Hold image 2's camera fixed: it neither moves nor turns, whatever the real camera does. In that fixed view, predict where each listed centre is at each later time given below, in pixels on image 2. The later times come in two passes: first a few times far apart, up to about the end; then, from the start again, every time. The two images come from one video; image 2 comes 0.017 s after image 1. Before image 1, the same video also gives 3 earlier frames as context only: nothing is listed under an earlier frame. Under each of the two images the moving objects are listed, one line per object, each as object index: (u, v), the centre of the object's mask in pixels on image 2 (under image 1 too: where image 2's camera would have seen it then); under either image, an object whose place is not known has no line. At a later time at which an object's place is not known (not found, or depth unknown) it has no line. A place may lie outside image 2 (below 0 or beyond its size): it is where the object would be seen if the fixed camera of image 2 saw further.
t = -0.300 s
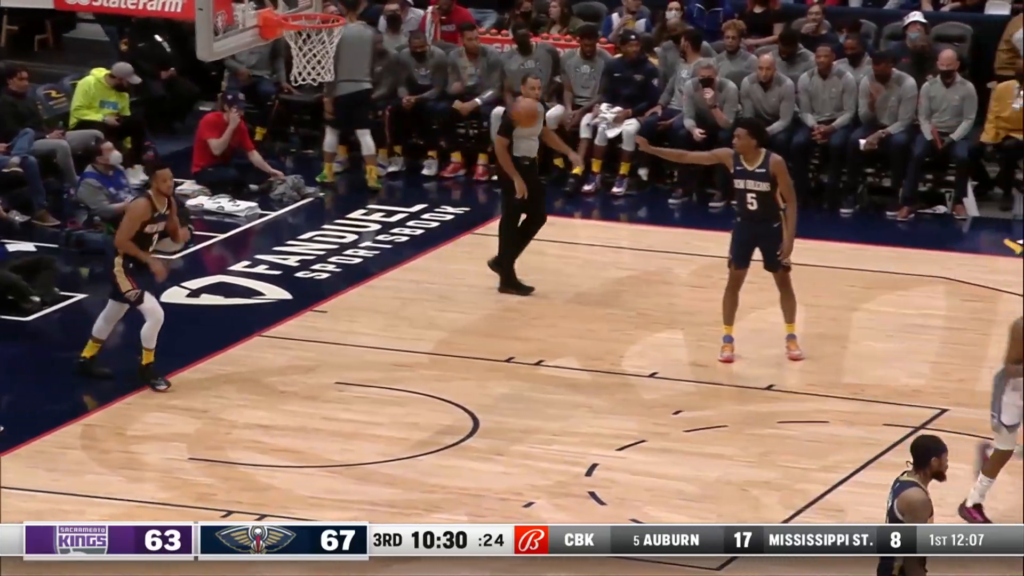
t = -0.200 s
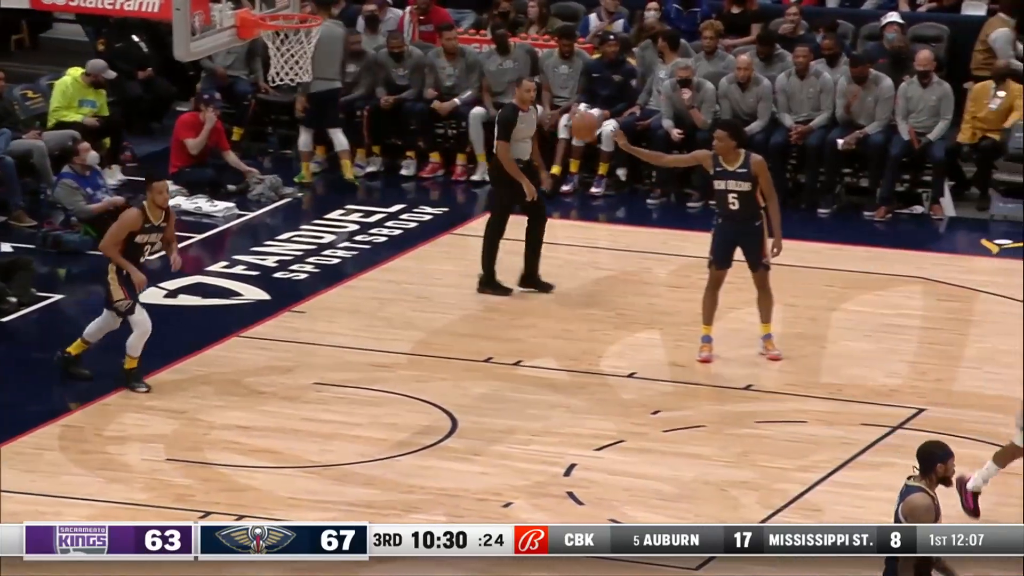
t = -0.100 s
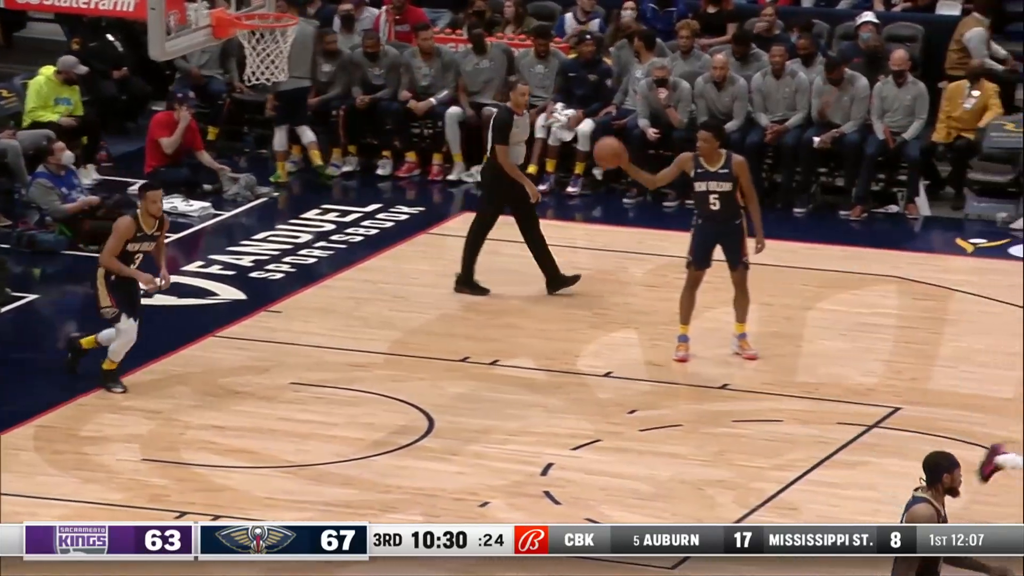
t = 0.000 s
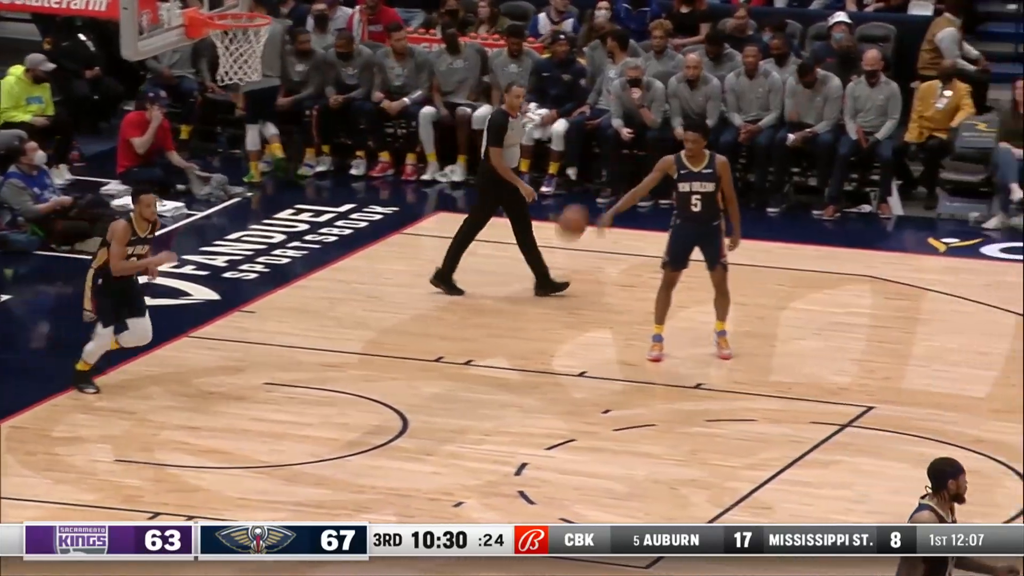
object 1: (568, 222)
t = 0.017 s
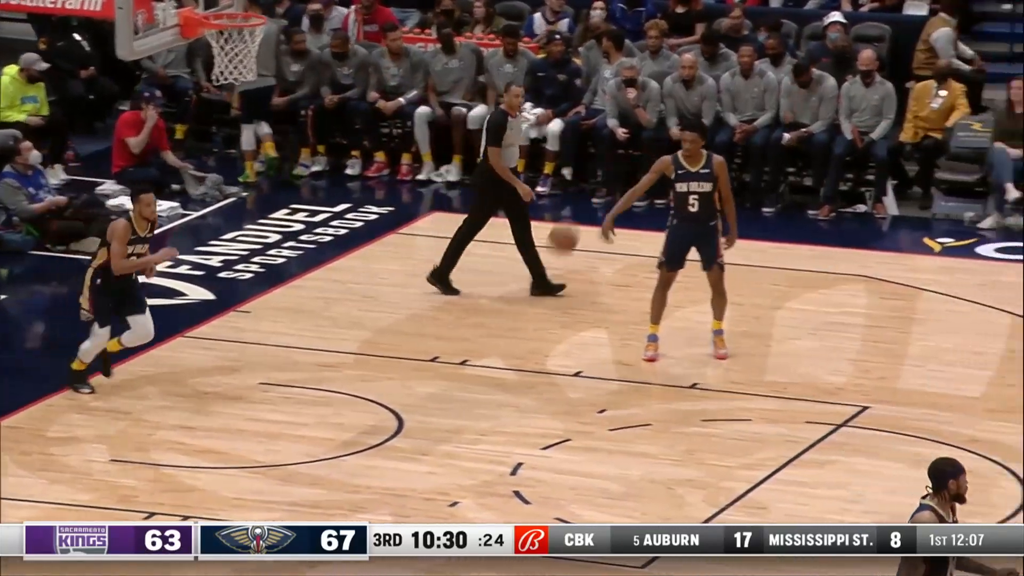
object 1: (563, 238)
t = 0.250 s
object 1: (522, 332)
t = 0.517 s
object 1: (509, 223)
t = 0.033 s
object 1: (559, 254)
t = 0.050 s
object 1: (554, 273)
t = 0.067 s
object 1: (551, 287)
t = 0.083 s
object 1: (547, 303)
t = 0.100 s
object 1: (541, 323)
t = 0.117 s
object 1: (537, 340)
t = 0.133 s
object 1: (534, 357)
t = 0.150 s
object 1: (528, 379)
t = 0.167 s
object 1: (526, 385)
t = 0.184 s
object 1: (525, 373)
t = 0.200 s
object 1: (524, 362)
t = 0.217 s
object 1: (524, 352)
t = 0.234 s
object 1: (522, 342)
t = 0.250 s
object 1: (522, 332)
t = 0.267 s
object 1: (521, 323)
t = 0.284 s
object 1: (520, 313)
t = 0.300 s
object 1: (519, 305)
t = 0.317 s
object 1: (518, 297)
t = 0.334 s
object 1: (518, 289)
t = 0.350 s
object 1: (518, 282)
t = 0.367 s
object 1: (516, 274)
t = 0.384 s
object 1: (515, 267)
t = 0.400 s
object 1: (515, 261)
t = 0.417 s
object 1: (514, 254)
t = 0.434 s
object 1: (513, 248)
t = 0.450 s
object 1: (513, 242)
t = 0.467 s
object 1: (512, 237)
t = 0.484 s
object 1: (511, 232)
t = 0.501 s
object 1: (510, 227)
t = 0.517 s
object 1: (509, 223)
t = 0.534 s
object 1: (508, 219)
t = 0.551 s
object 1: (508, 215)
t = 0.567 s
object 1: (507, 212)
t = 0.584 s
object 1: (506, 210)
